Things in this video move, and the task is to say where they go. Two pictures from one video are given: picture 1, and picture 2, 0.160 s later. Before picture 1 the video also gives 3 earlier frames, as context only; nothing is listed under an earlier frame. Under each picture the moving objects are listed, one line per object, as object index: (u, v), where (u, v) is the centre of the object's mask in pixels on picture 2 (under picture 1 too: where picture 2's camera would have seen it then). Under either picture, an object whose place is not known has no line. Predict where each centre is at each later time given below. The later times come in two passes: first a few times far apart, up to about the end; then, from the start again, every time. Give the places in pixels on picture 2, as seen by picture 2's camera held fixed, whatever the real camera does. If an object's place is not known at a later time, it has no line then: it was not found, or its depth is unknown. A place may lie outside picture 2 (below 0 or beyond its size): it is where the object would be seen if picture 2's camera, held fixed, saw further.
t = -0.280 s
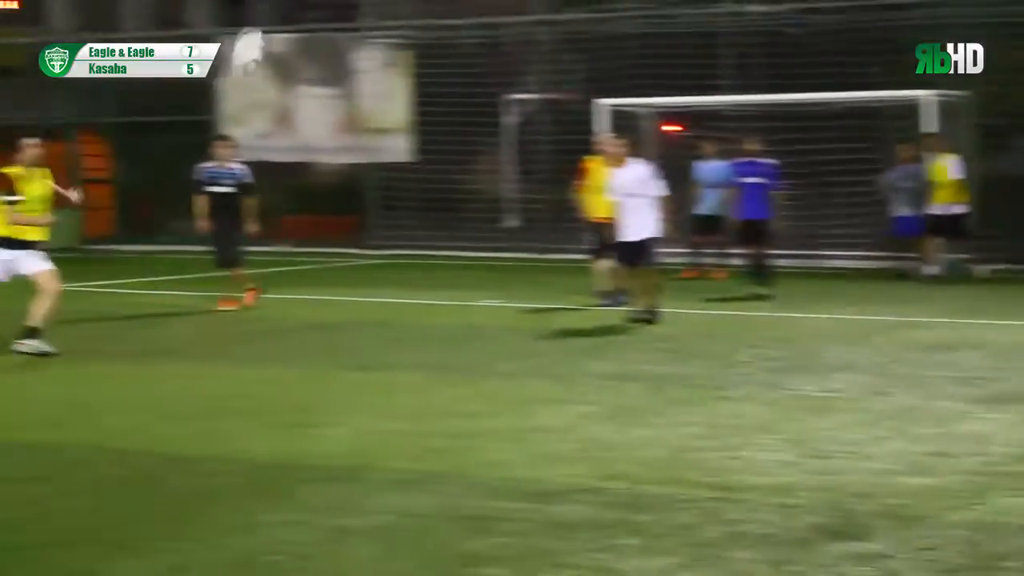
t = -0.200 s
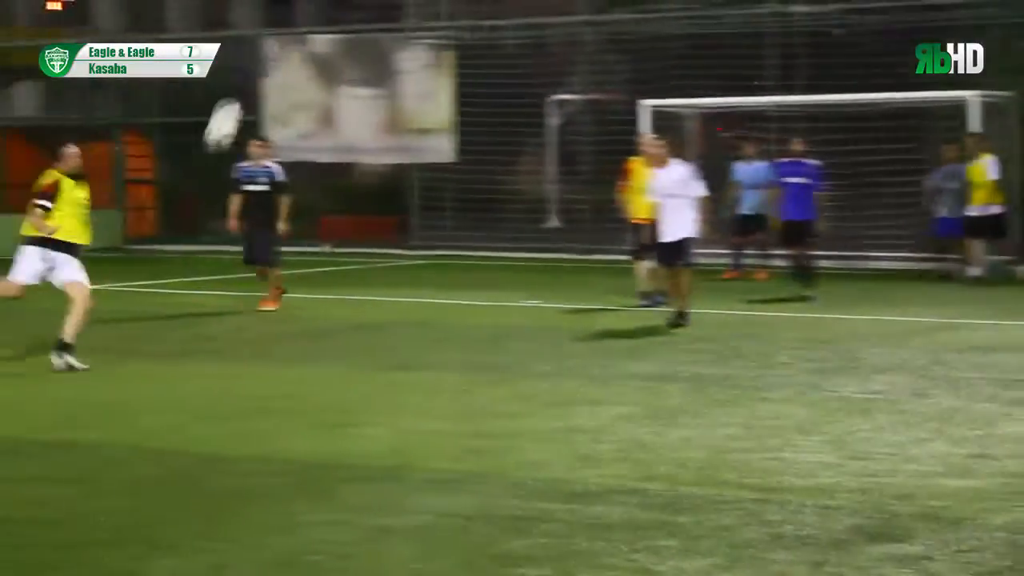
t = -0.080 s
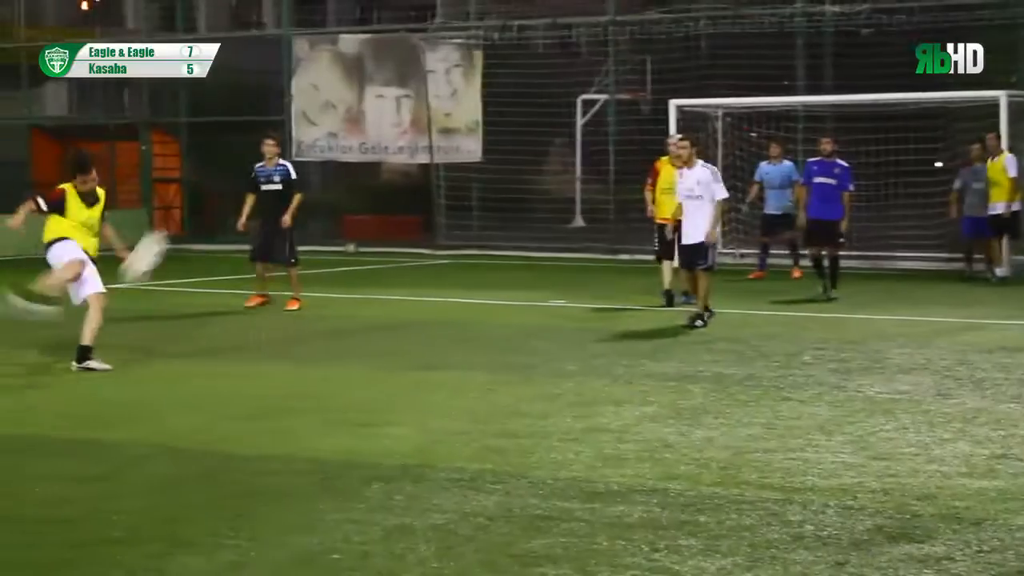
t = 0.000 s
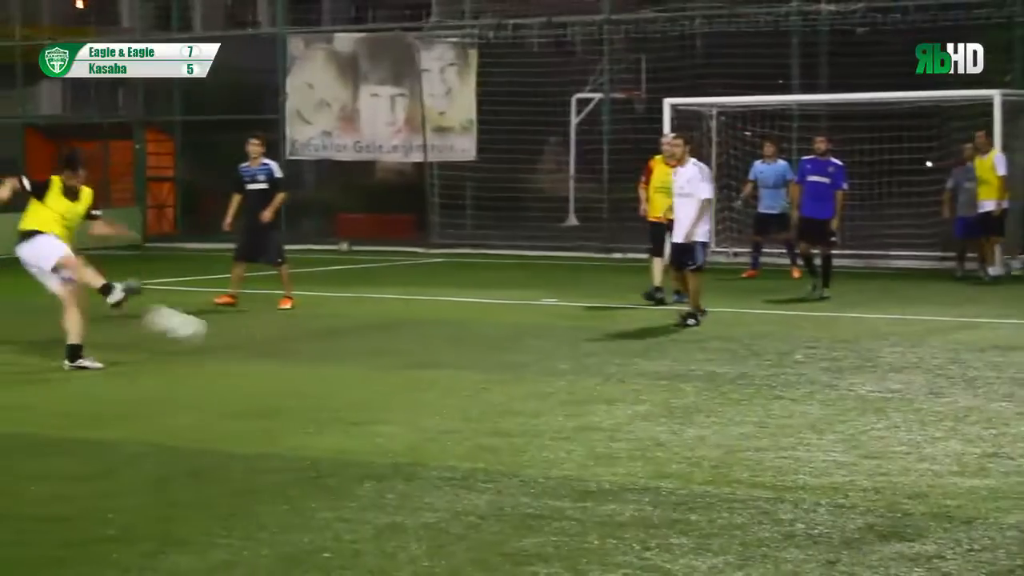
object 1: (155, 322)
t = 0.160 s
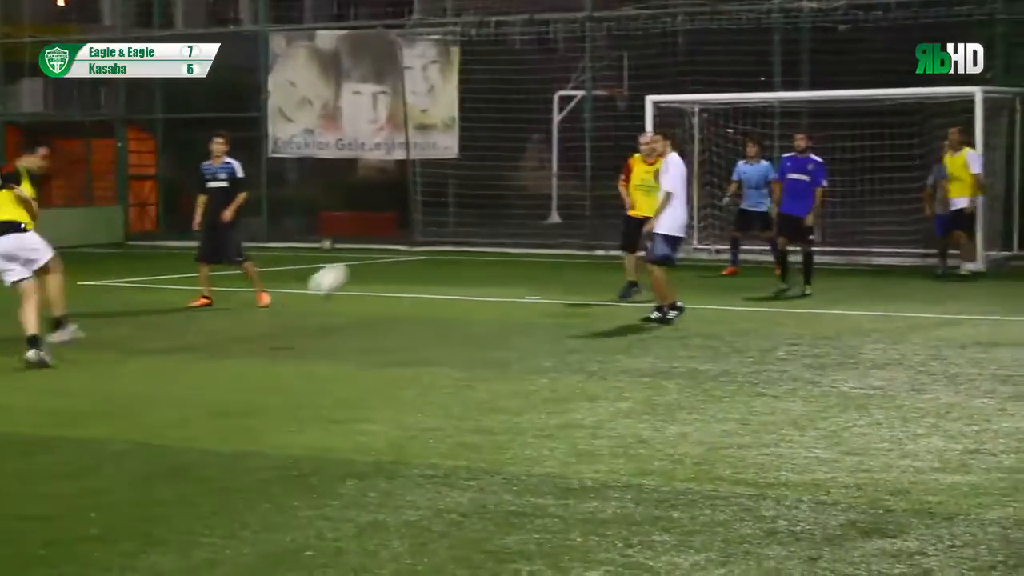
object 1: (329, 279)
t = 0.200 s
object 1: (359, 265)
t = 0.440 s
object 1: (518, 235)
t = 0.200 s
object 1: (359, 265)
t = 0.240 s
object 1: (390, 253)
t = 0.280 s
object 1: (419, 244)
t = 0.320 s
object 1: (446, 238)
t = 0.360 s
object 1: (471, 235)
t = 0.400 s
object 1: (494, 234)
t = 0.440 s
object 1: (518, 235)
